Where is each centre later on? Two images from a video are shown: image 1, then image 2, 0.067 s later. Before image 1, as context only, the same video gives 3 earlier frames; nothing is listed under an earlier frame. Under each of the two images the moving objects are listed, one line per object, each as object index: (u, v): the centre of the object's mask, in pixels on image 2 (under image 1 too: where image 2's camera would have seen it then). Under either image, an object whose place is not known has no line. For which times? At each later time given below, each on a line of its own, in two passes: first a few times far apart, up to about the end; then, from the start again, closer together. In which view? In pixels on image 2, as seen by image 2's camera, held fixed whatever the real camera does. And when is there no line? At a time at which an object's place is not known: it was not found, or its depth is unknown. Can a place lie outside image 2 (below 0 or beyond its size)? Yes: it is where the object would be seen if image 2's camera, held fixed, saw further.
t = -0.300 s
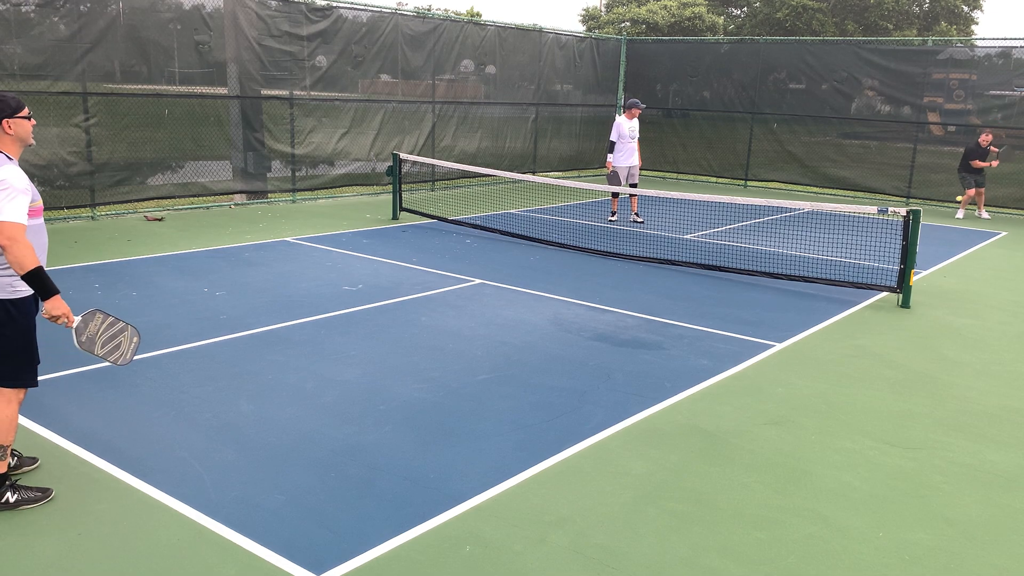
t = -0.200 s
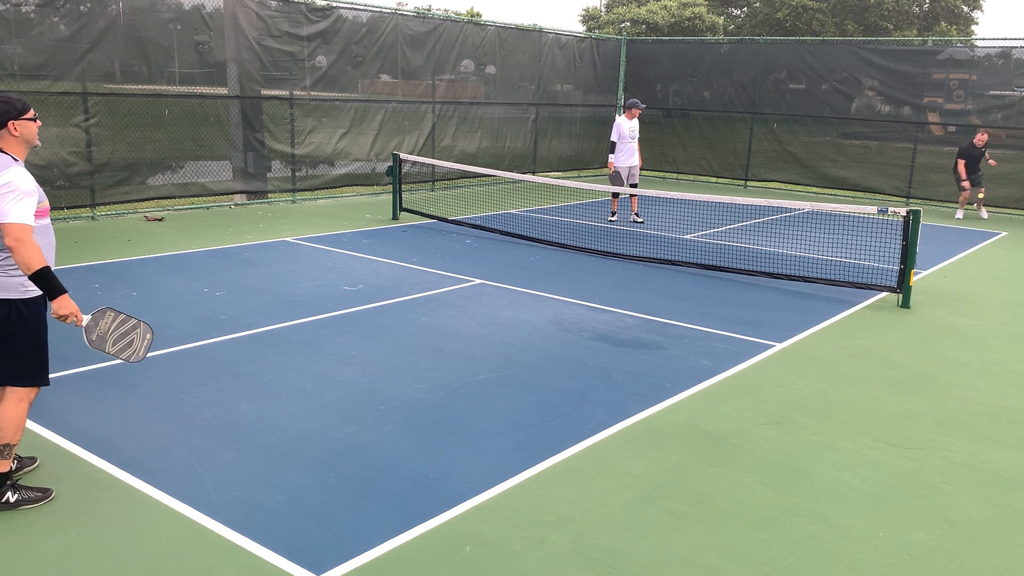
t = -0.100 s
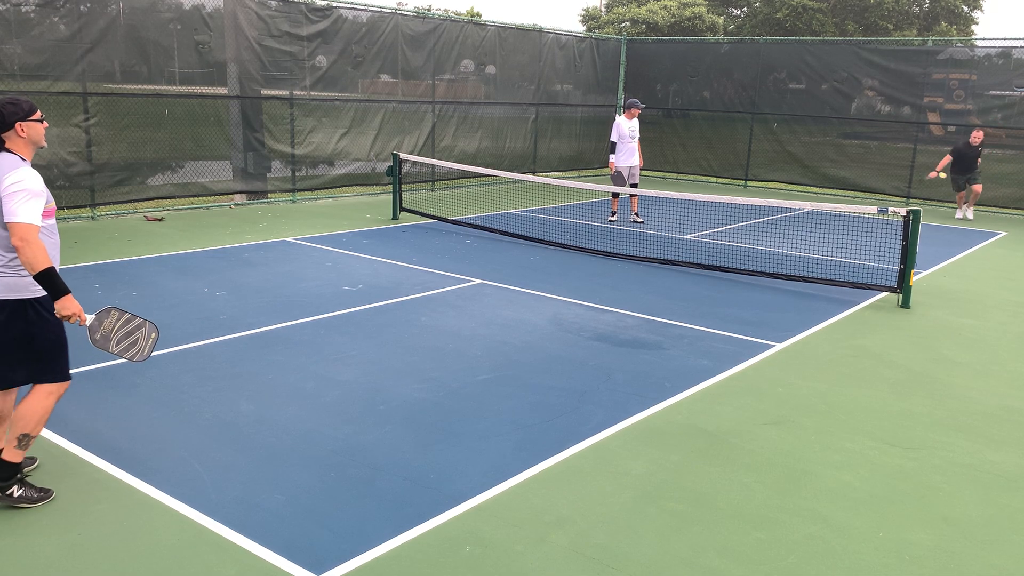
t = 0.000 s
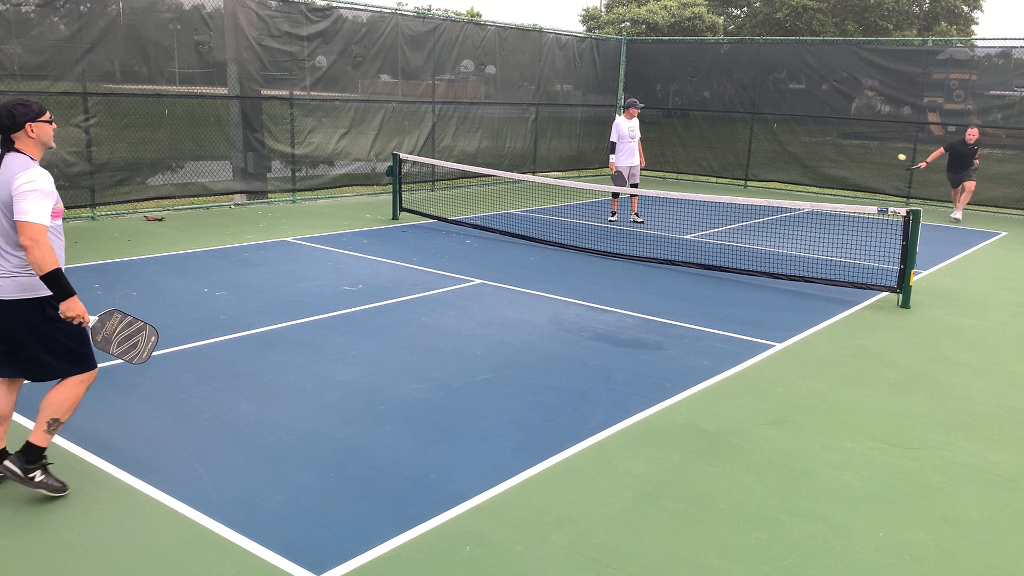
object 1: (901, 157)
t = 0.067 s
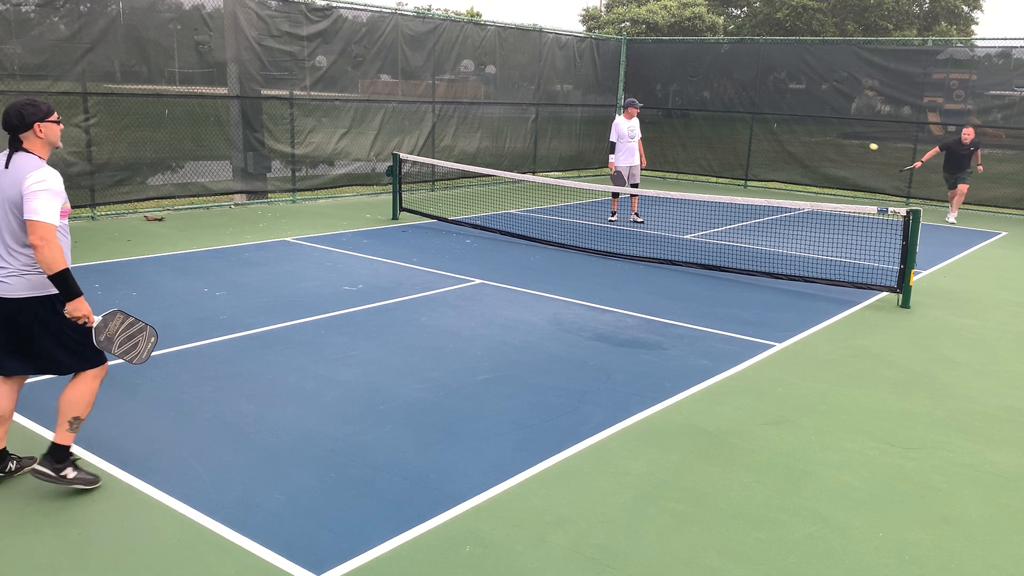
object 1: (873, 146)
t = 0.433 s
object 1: (701, 125)
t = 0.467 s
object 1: (683, 127)
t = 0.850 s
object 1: (461, 211)
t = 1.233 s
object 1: (255, 251)
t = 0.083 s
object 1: (866, 144)
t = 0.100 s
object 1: (859, 142)
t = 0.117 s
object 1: (852, 140)
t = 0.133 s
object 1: (844, 138)
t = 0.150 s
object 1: (837, 136)
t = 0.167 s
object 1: (830, 134)
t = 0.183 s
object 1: (822, 133)
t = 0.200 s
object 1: (814, 131)
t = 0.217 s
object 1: (806, 130)
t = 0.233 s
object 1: (799, 128)
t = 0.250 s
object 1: (791, 127)
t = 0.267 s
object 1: (783, 126)
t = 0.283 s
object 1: (775, 126)
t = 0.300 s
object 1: (767, 125)
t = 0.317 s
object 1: (759, 124)
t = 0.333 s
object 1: (751, 124)
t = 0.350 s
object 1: (743, 124)
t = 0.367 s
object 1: (734, 124)
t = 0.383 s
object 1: (726, 124)
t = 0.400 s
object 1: (718, 124)
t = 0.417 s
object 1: (709, 124)
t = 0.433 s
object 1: (701, 125)
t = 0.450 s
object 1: (692, 126)
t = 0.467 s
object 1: (683, 127)
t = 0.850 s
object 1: (461, 211)
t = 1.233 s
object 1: (255, 251)
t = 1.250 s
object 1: (247, 250)
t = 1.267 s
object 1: (240, 249)
